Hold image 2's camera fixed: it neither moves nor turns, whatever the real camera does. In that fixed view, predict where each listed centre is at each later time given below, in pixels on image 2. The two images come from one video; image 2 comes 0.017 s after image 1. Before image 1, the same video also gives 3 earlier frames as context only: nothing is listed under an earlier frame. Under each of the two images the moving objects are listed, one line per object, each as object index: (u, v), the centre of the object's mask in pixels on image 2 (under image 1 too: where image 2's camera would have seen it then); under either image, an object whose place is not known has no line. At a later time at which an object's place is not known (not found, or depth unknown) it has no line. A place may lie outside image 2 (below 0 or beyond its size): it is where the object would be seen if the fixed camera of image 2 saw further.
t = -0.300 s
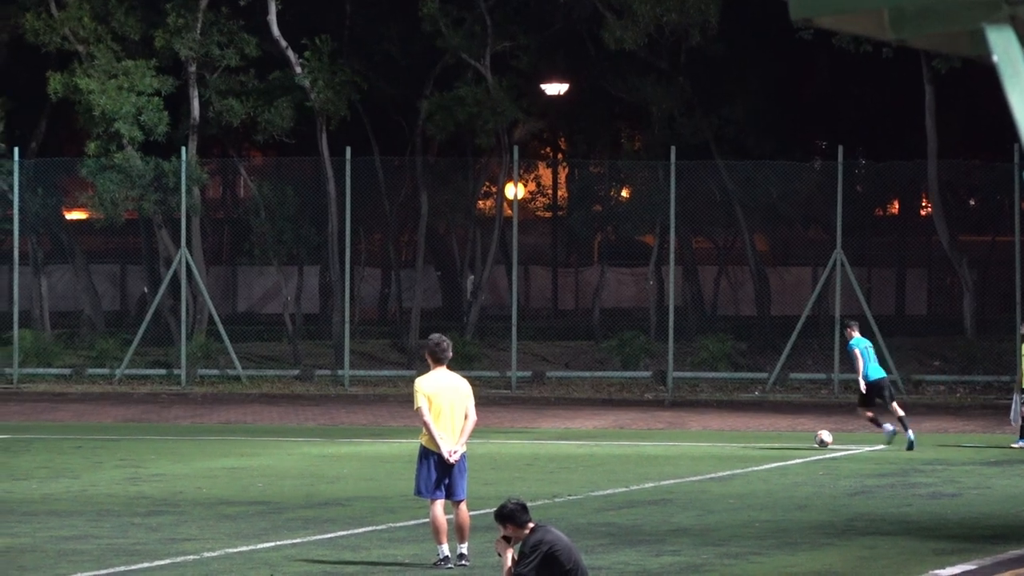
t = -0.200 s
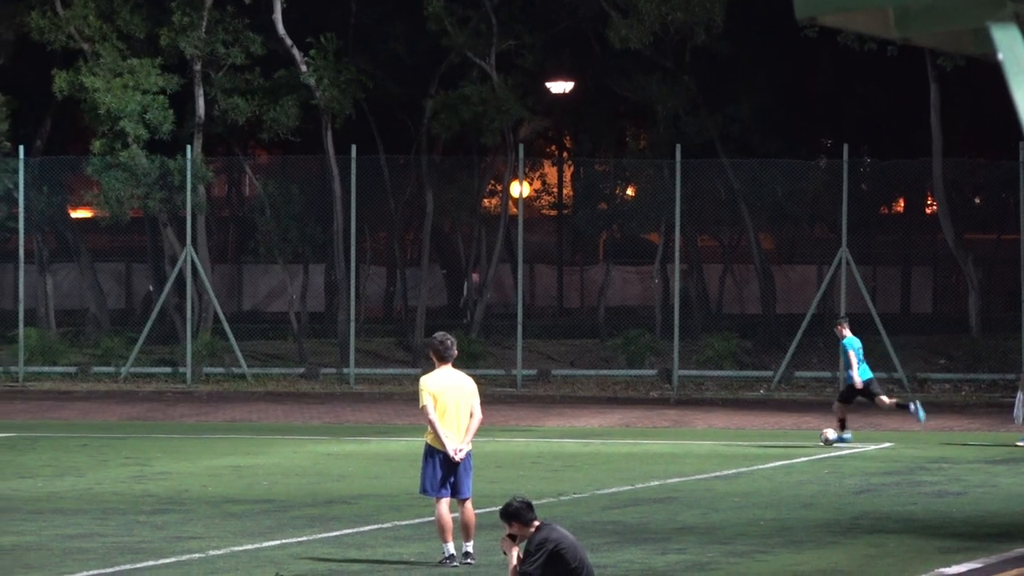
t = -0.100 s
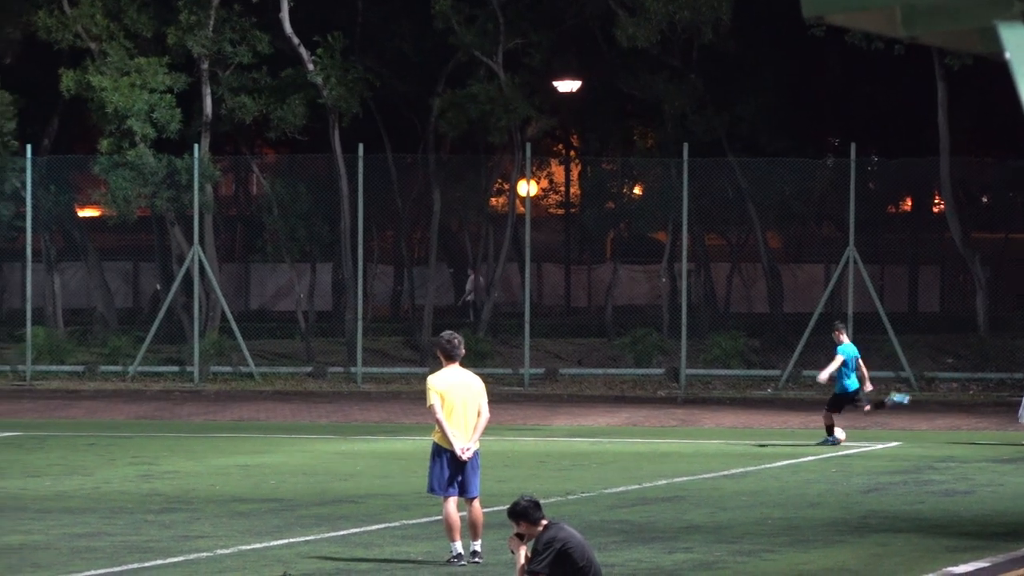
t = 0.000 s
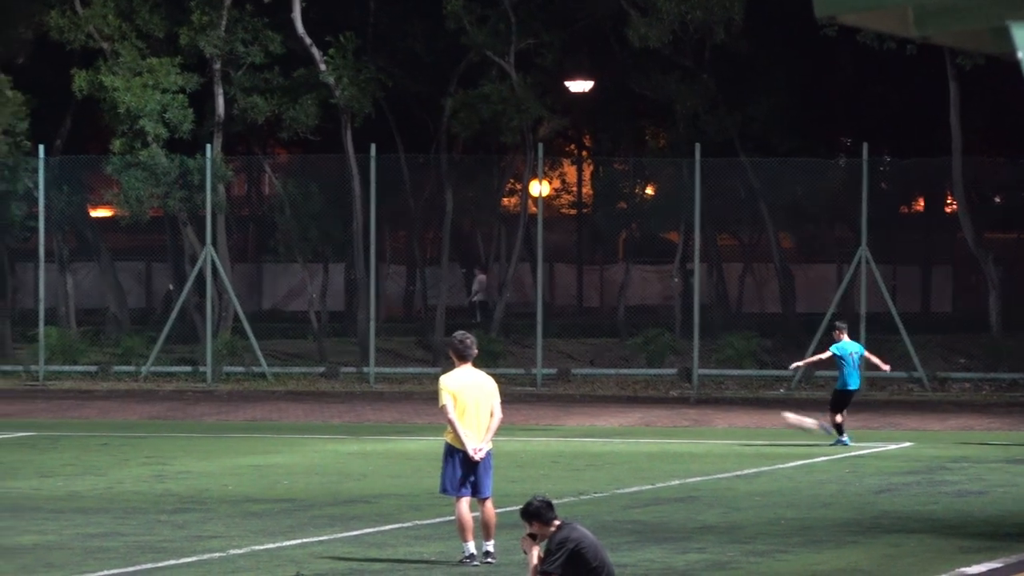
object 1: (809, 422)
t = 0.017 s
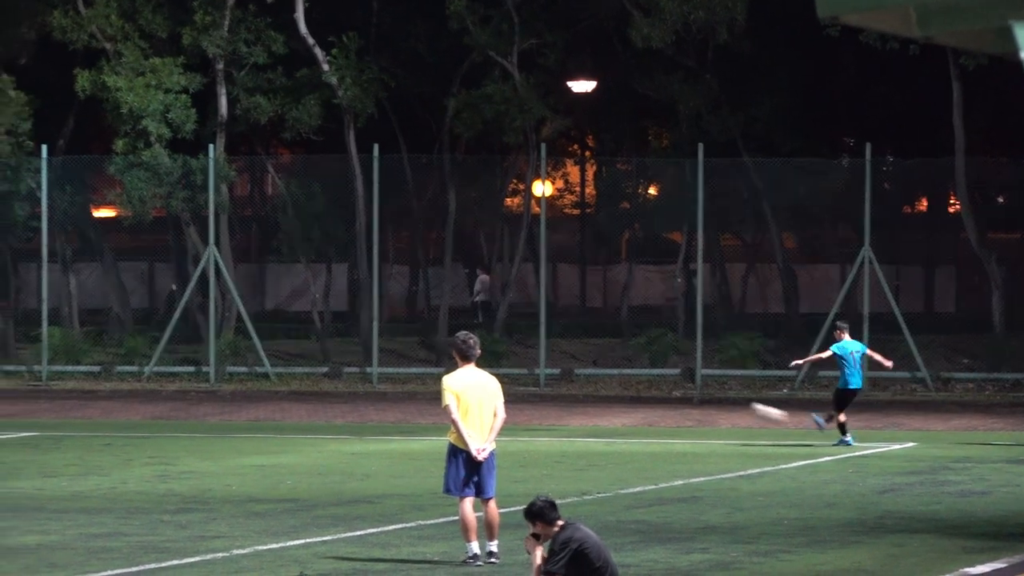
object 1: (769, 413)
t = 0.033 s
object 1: (736, 404)
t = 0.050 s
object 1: (702, 396)
